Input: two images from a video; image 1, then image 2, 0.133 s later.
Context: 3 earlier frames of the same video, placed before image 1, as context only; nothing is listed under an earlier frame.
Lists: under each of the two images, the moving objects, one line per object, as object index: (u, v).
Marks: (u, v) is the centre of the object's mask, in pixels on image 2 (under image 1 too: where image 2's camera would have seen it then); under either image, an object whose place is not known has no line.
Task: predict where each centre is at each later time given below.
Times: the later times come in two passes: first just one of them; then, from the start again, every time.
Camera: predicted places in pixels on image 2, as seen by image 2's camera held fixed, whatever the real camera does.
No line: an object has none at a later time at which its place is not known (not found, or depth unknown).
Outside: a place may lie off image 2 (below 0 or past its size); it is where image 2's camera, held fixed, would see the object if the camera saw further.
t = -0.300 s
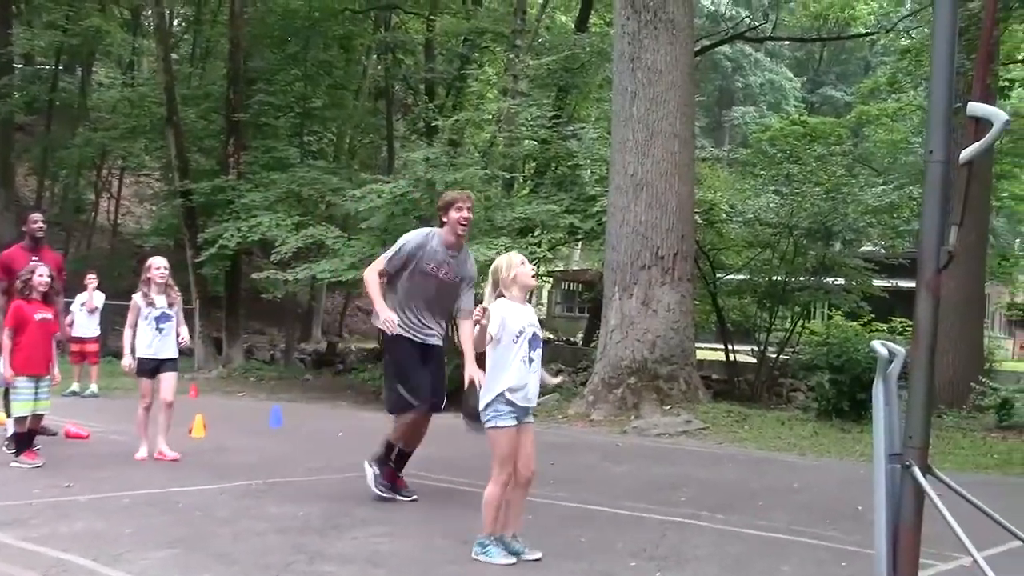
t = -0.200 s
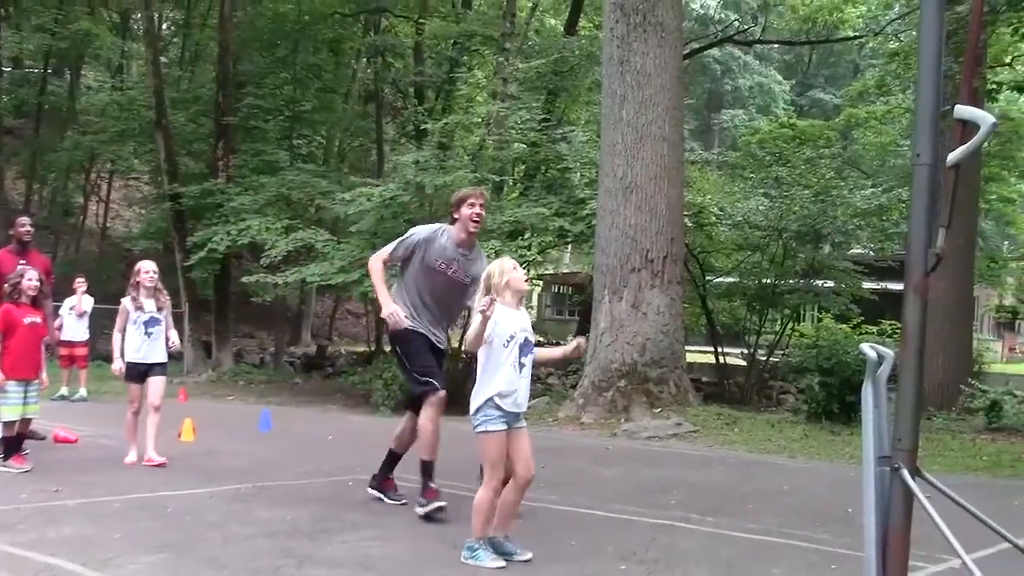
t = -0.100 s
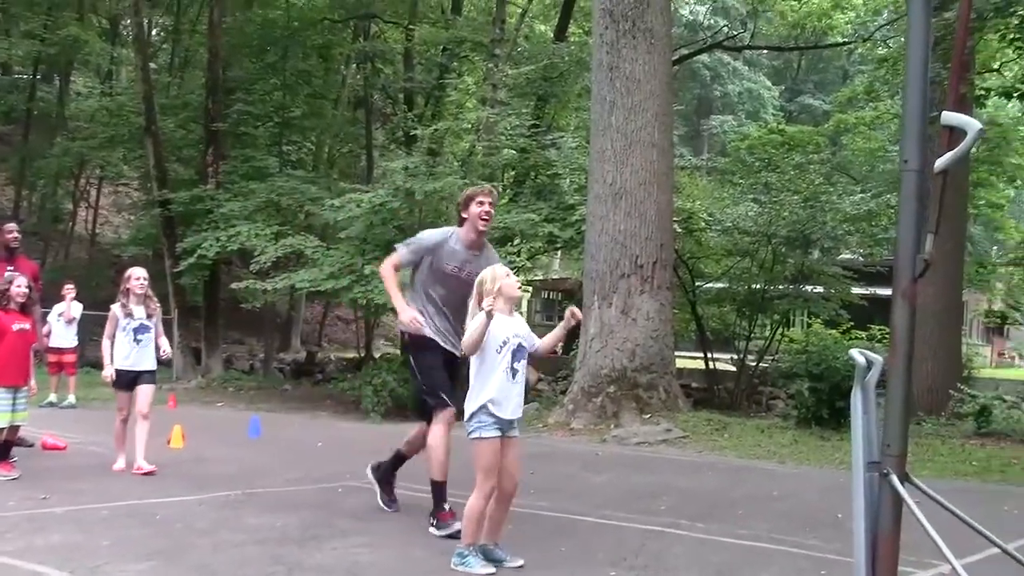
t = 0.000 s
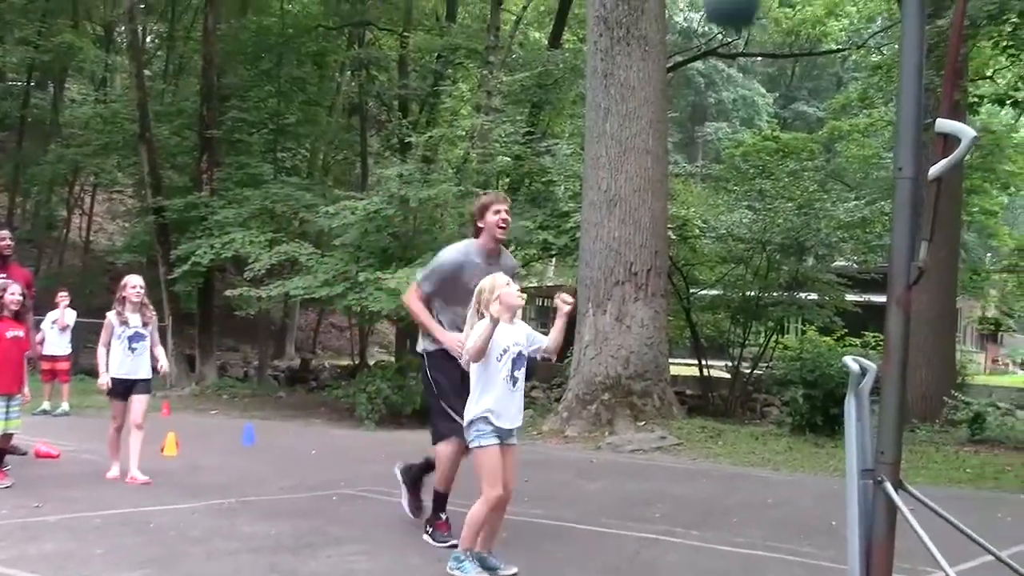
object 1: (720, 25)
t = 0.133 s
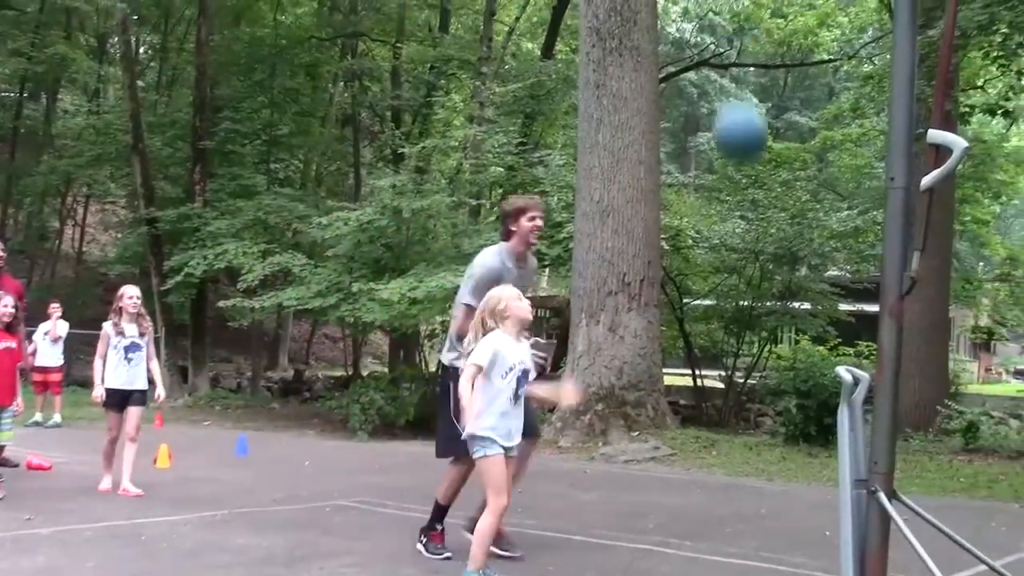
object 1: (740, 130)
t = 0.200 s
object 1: (750, 210)
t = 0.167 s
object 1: (745, 169)
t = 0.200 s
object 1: (750, 210)
